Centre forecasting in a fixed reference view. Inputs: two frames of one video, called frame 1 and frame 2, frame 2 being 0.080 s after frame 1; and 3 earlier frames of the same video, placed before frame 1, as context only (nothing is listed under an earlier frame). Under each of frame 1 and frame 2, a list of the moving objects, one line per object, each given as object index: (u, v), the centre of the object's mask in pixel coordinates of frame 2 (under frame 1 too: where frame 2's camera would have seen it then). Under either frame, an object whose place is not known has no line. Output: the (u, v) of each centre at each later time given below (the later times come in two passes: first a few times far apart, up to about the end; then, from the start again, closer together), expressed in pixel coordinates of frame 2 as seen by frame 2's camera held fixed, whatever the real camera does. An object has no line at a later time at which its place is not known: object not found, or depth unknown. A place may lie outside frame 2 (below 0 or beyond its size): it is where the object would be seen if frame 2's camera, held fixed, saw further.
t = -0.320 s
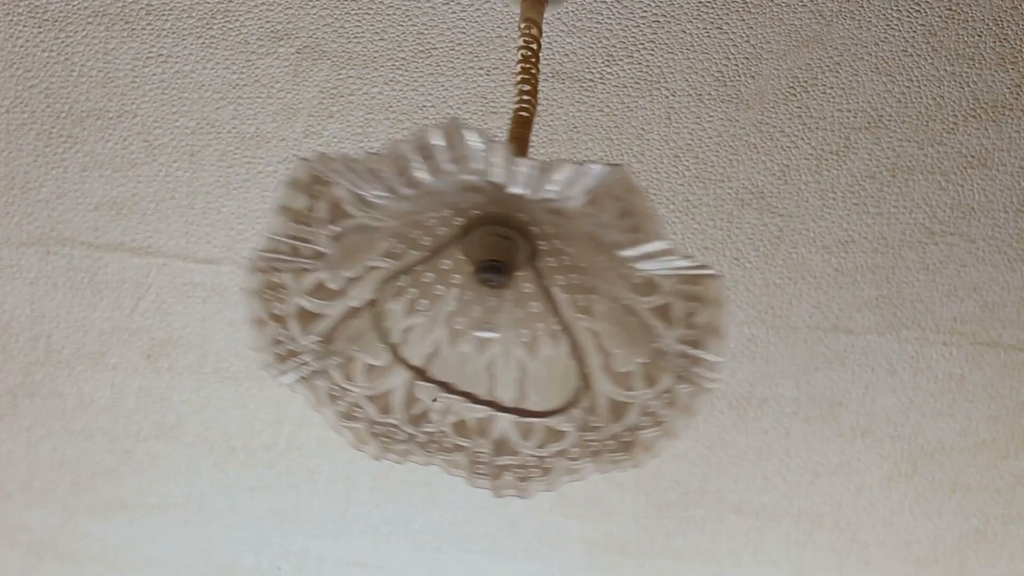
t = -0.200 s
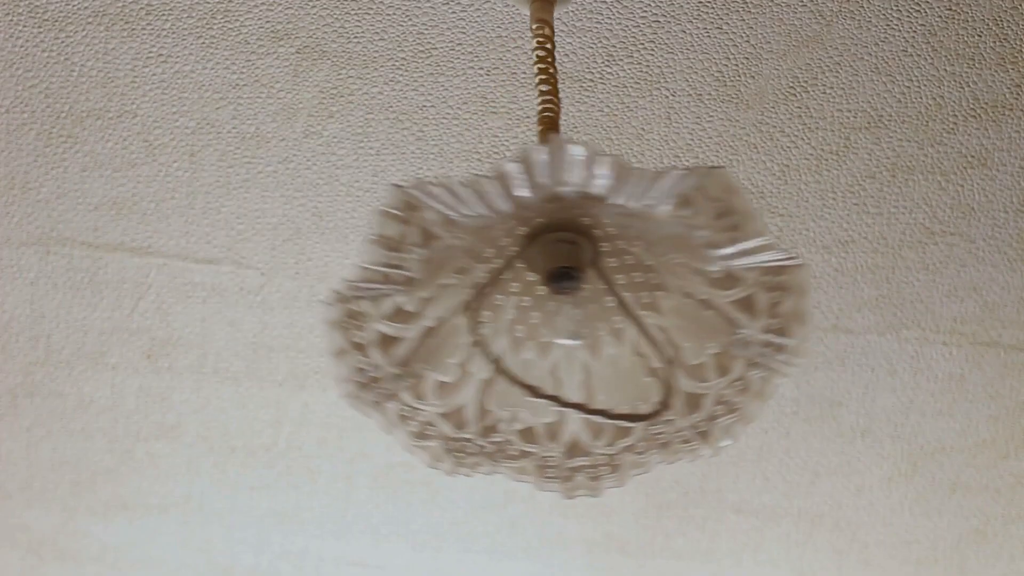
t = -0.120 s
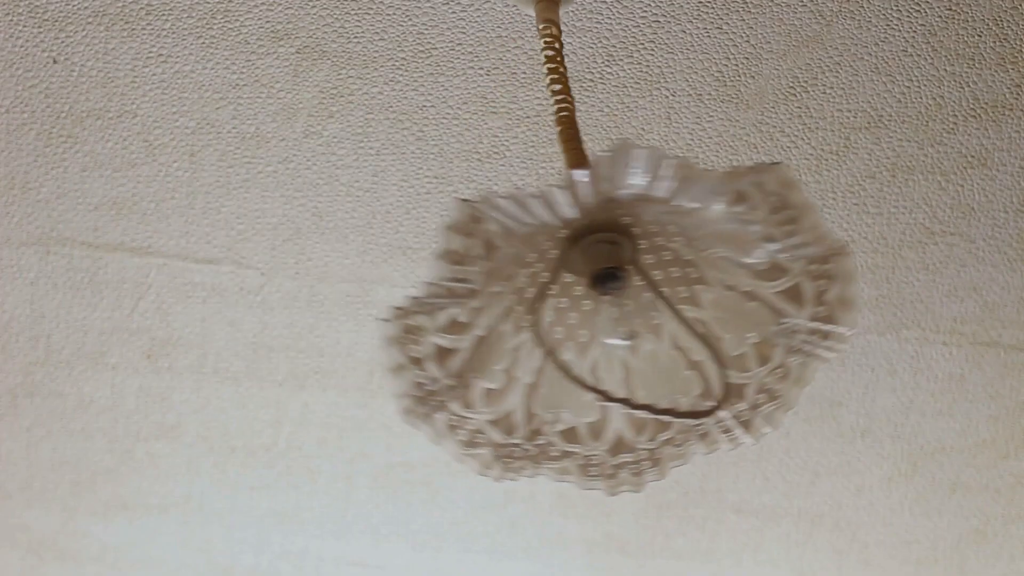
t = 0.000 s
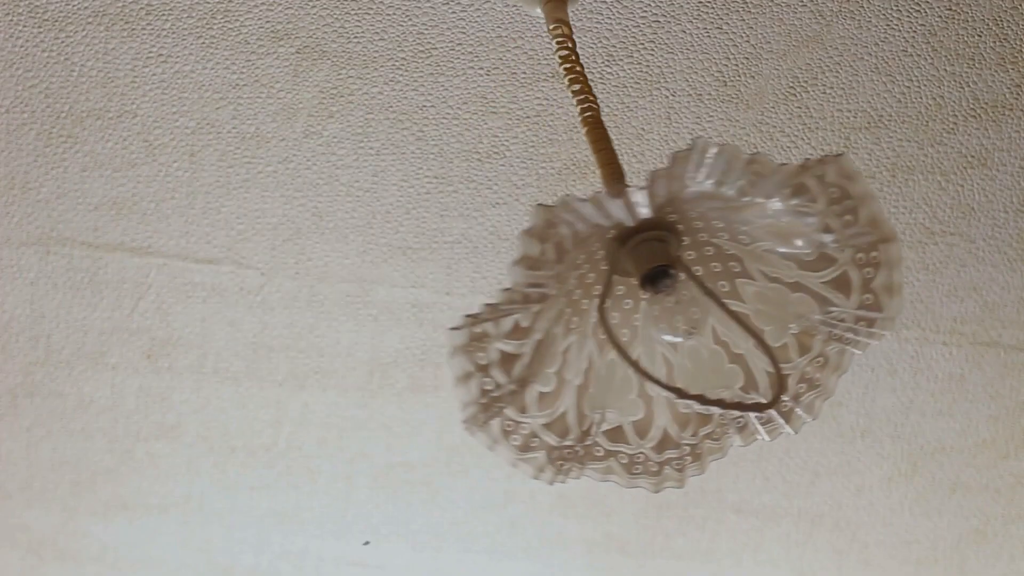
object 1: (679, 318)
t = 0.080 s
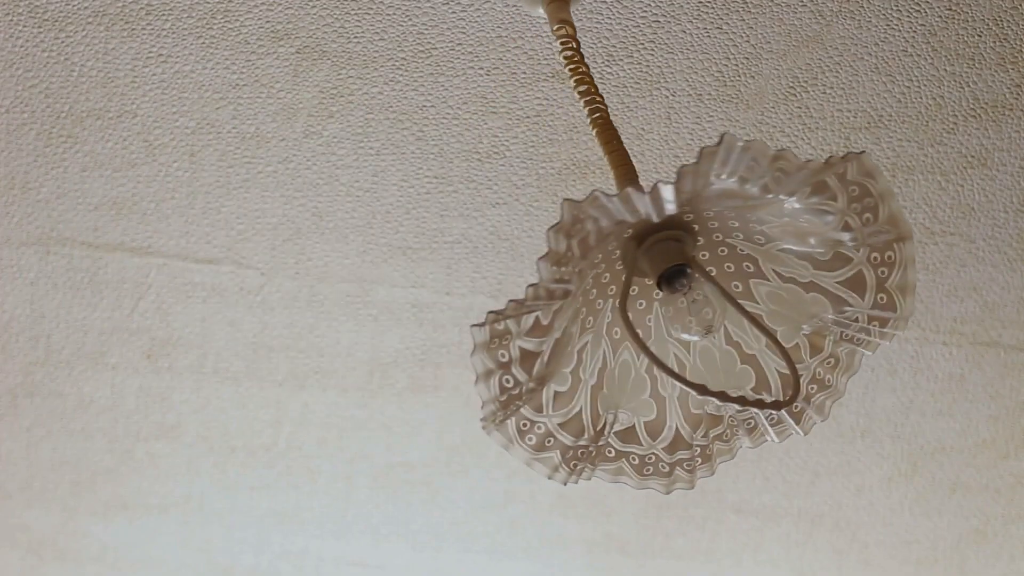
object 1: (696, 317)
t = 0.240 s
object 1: (679, 319)
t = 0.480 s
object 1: (548, 320)
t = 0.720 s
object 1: (421, 299)
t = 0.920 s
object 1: (418, 299)
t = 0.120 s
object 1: (699, 317)
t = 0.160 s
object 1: (696, 317)
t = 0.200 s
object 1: (690, 318)
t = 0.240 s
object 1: (679, 319)
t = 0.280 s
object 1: (664, 320)
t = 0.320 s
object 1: (645, 321)
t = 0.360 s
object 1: (624, 322)
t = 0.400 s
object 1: (599, 322)
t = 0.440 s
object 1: (573, 321)
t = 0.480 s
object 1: (548, 320)
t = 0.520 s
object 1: (520, 317)
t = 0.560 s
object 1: (495, 313)
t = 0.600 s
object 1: (471, 310)
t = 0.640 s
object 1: (451, 306)
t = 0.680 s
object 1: (434, 302)
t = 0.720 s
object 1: (421, 299)
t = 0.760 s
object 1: (411, 297)
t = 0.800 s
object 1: (406, 296)
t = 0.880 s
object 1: (410, 297)
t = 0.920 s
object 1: (418, 299)
